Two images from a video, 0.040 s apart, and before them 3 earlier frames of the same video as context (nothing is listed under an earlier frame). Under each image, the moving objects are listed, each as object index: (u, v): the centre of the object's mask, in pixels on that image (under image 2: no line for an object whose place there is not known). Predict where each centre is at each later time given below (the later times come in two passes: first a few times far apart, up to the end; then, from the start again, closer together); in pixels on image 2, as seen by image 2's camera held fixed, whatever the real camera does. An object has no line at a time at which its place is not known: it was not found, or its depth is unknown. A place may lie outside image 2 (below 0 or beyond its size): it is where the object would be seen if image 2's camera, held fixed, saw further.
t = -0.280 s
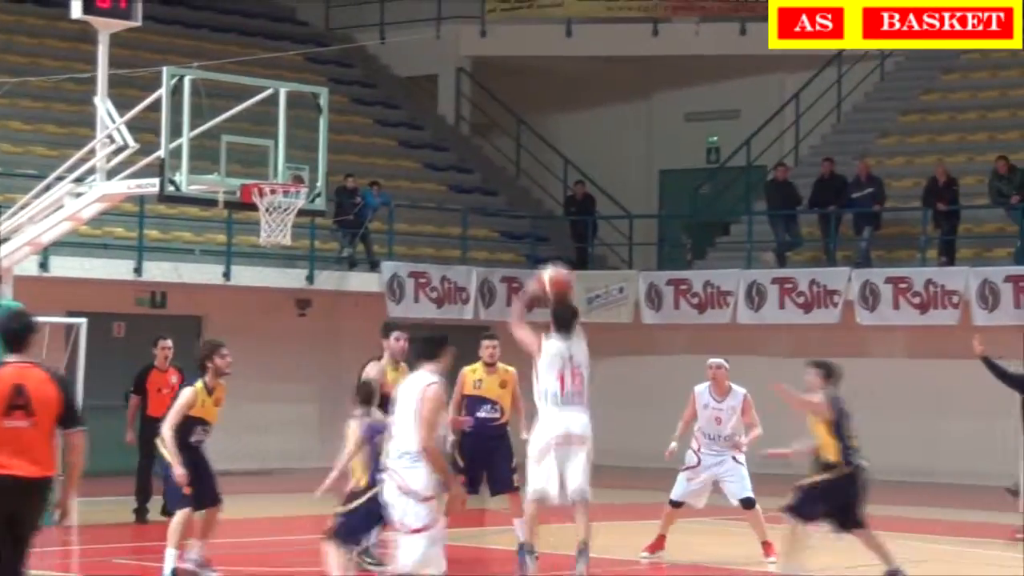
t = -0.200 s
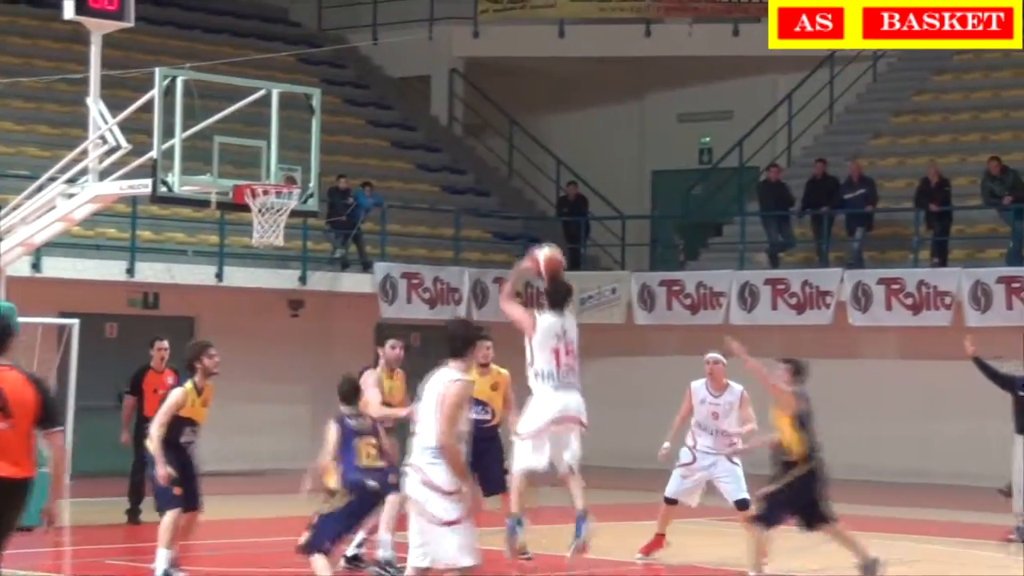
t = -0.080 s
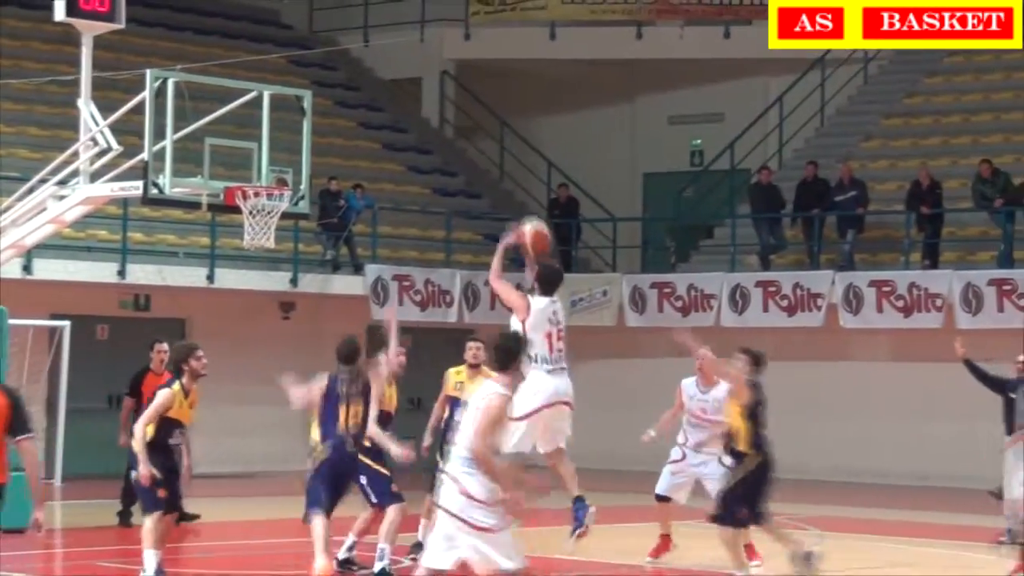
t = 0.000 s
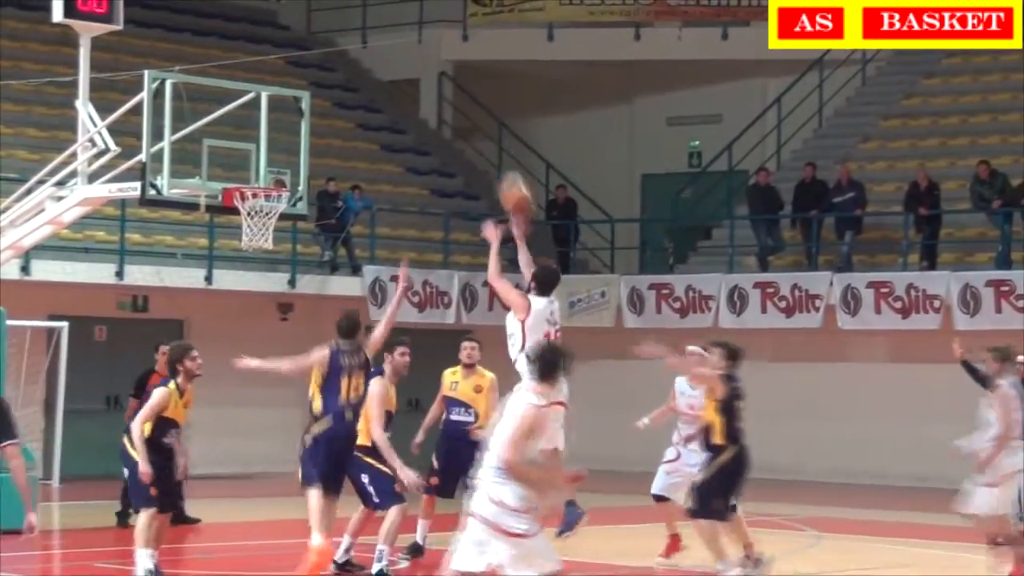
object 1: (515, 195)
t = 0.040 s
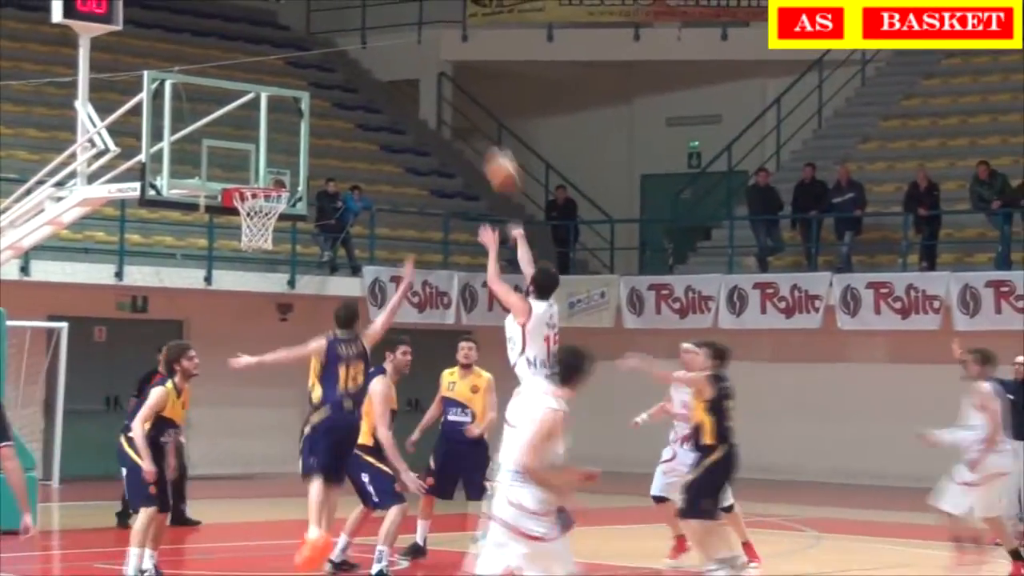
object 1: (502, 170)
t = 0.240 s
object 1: (442, 82)
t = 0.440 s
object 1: (384, 51)
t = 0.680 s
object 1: (321, 79)
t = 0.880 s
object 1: (273, 153)
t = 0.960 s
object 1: (253, 183)
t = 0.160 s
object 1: (465, 110)
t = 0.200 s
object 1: (453, 94)
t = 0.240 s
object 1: (442, 82)
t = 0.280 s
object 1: (431, 70)
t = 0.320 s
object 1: (417, 61)
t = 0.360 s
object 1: (408, 55)
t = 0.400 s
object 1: (396, 52)
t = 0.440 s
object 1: (384, 51)
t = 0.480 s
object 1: (373, 51)
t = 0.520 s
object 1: (363, 53)
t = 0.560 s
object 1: (351, 58)
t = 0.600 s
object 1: (340, 63)
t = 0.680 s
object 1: (321, 79)
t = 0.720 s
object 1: (311, 90)
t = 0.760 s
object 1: (302, 105)
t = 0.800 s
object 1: (290, 119)
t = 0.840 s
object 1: (281, 135)
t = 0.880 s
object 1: (273, 153)
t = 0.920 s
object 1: (263, 172)
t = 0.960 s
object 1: (253, 183)
